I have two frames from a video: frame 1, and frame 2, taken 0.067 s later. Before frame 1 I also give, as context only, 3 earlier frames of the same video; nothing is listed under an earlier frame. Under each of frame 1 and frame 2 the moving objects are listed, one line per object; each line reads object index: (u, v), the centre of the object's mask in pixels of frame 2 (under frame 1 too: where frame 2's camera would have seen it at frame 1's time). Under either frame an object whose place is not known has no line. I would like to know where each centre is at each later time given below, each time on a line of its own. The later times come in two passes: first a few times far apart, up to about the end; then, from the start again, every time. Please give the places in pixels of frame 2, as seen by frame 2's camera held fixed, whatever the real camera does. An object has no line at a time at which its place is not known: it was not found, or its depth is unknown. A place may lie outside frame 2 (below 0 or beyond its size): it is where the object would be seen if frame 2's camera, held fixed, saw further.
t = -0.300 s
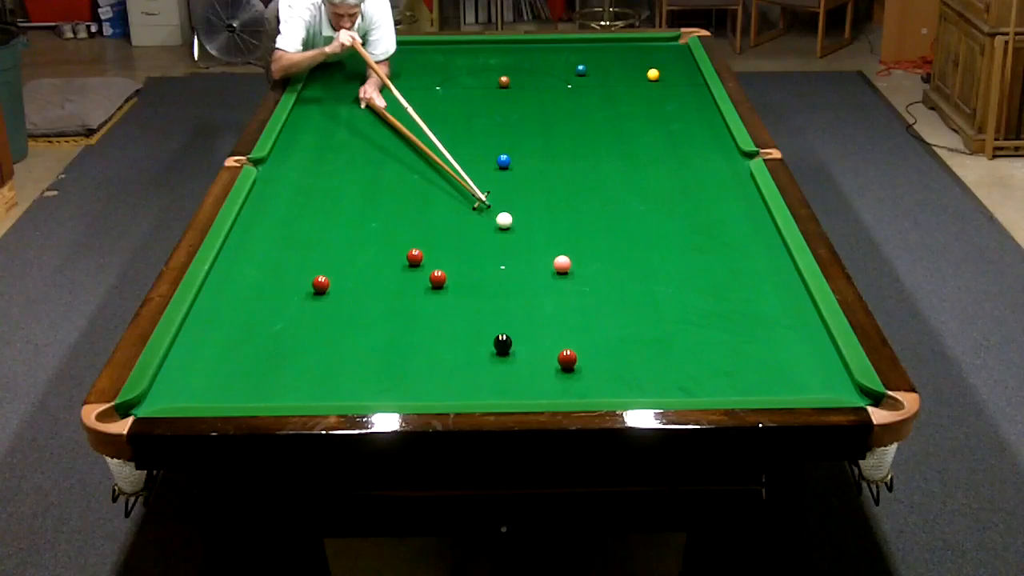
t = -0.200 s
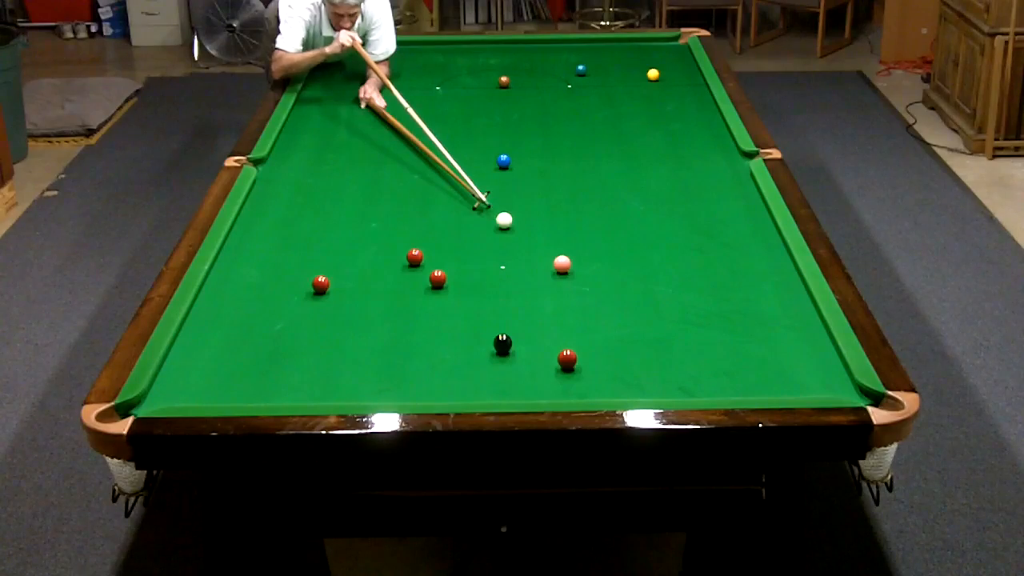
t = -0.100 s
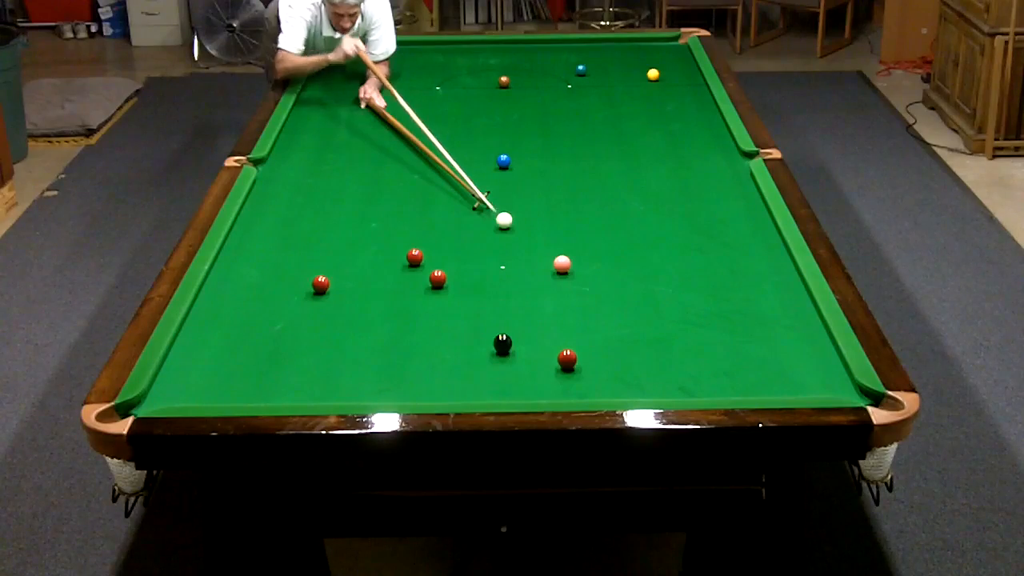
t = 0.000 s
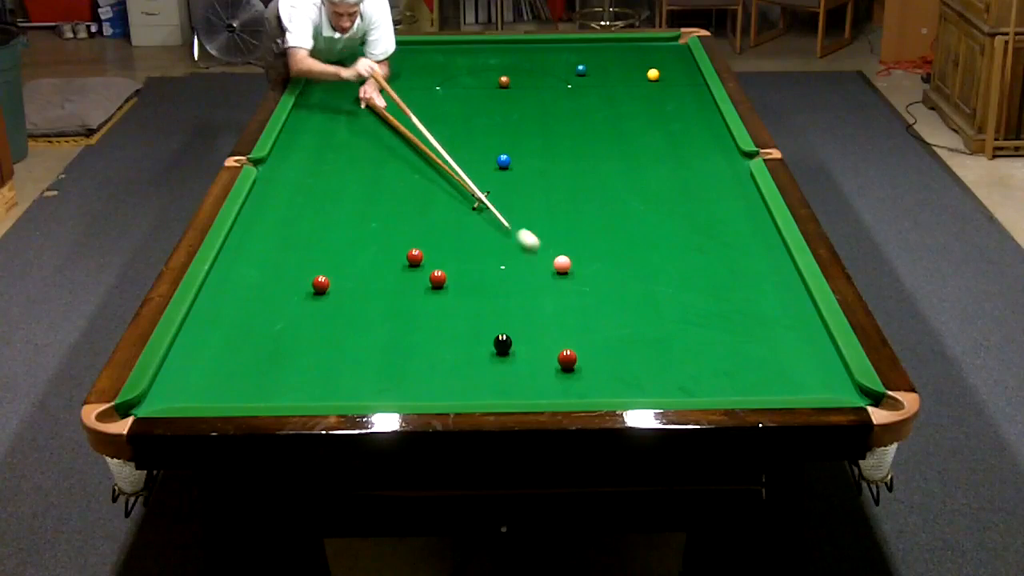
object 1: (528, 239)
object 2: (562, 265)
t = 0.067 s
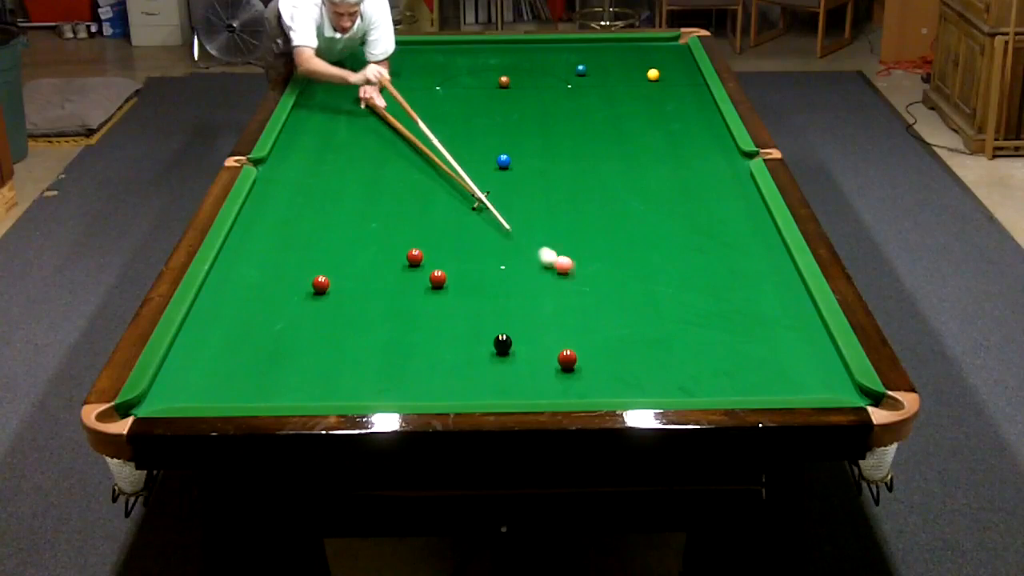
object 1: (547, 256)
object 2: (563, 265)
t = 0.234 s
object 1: (533, 267)
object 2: (635, 298)
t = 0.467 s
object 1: (510, 277)
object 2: (728, 343)
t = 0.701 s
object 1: (488, 287)
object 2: (828, 387)
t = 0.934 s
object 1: (467, 297)
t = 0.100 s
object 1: (546, 261)
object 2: (576, 270)
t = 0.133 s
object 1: (542, 262)
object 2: (591, 277)
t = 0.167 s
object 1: (539, 264)
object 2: (606, 284)
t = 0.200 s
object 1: (536, 265)
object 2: (621, 291)
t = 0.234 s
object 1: (533, 267)
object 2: (635, 298)
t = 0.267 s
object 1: (530, 268)
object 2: (649, 305)
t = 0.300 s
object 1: (527, 270)
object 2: (662, 311)
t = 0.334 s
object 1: (523, 272)
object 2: (676, 318)
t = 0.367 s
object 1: (520, 273)
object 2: (689, 324)
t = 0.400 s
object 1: (517, 275)
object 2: (702, 330)
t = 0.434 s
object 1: (514, 276)
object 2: (715, 336)
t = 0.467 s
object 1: (510, 277)
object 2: (728, 343)
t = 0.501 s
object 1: (507, 279)
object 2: (742, 349)
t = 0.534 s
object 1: (504, 280)
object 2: (756, 355)
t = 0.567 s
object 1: (501, 282)
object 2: (770, 362)
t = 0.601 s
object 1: (498, 283)
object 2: (784, 369)
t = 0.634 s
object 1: (495, 285)
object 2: (799, 375)
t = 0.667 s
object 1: (492, 286)
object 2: (814, 382)
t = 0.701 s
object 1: (488, 287)
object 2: (828, 387)
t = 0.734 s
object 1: (485, 289)
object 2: (844, 393)
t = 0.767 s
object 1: (482, 290)
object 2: (862, 398)
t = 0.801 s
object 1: (479, 291)
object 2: (877, 402)
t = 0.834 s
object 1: (476, 293)
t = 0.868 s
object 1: (473, 294)
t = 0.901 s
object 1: (470, 296)
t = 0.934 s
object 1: (467, 297)
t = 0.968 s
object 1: (464, 298)
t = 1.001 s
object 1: (461, 300)
